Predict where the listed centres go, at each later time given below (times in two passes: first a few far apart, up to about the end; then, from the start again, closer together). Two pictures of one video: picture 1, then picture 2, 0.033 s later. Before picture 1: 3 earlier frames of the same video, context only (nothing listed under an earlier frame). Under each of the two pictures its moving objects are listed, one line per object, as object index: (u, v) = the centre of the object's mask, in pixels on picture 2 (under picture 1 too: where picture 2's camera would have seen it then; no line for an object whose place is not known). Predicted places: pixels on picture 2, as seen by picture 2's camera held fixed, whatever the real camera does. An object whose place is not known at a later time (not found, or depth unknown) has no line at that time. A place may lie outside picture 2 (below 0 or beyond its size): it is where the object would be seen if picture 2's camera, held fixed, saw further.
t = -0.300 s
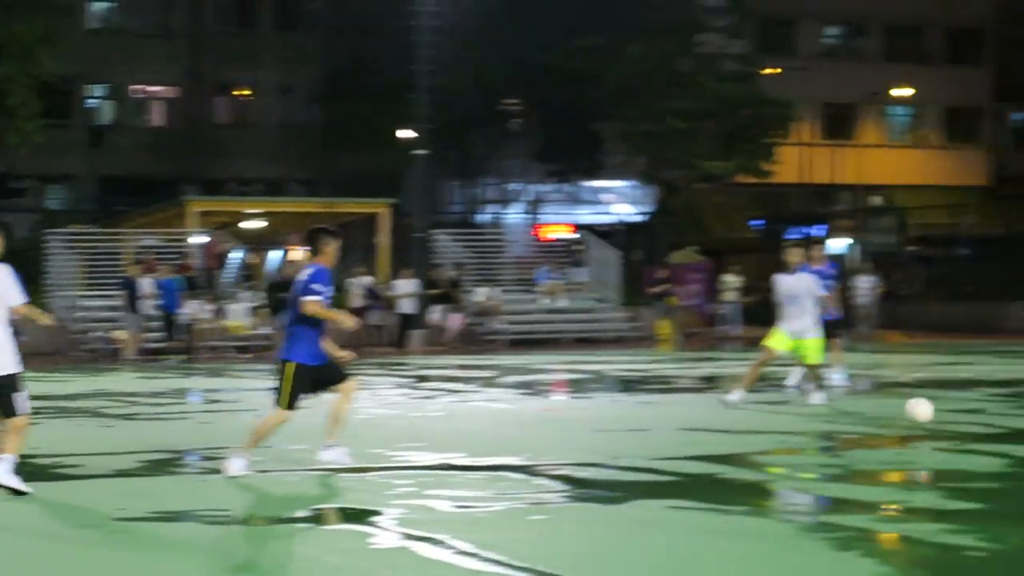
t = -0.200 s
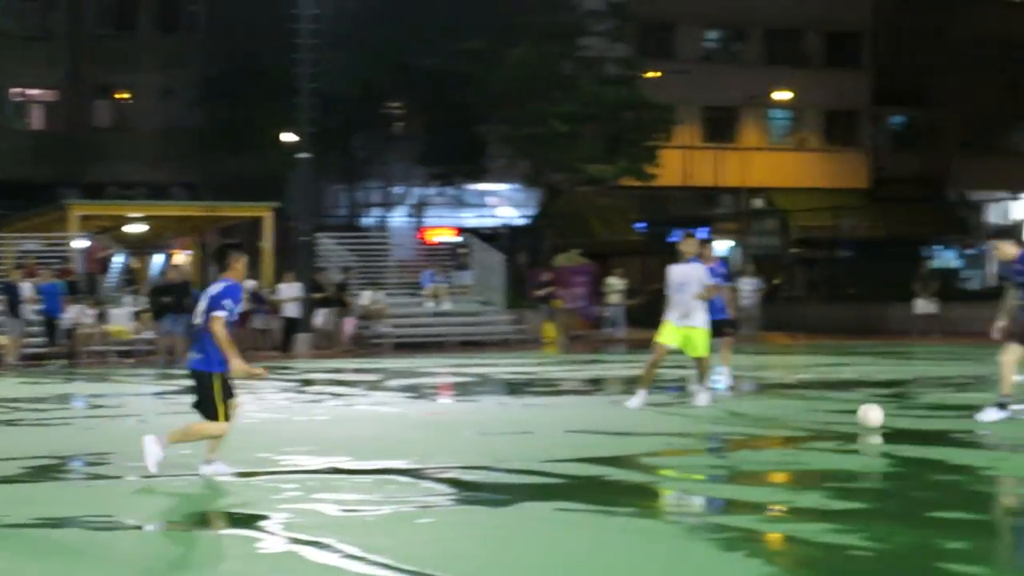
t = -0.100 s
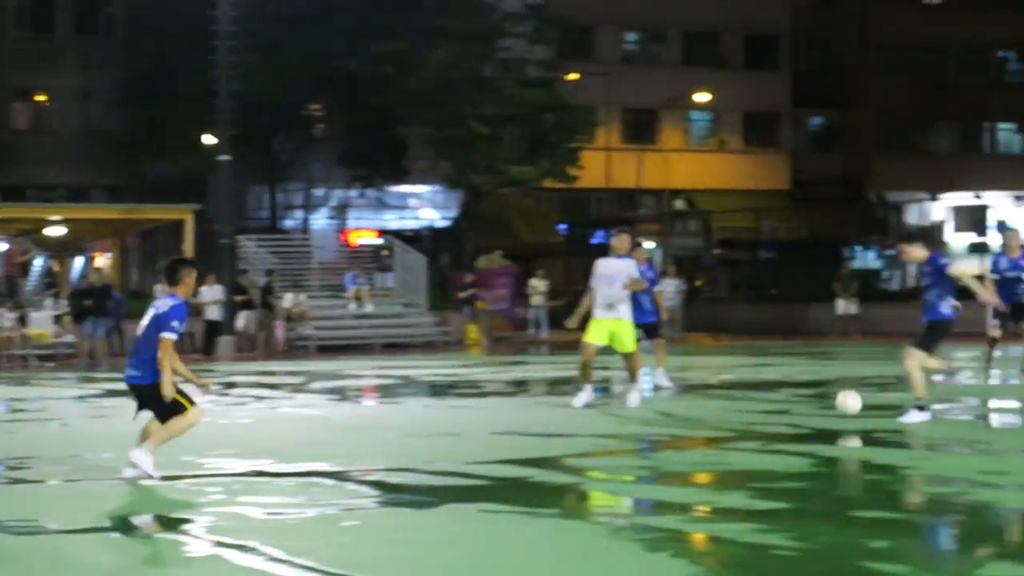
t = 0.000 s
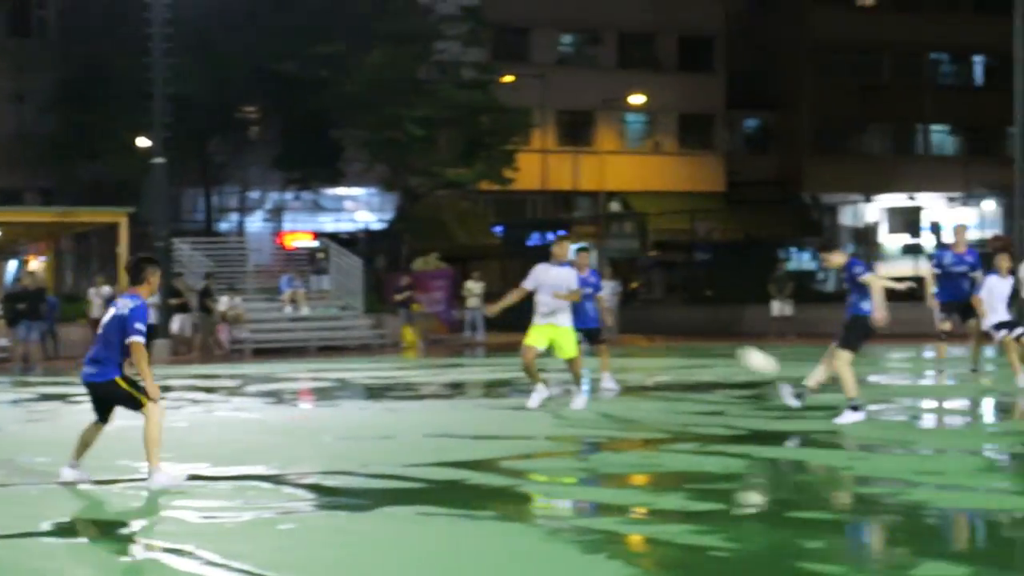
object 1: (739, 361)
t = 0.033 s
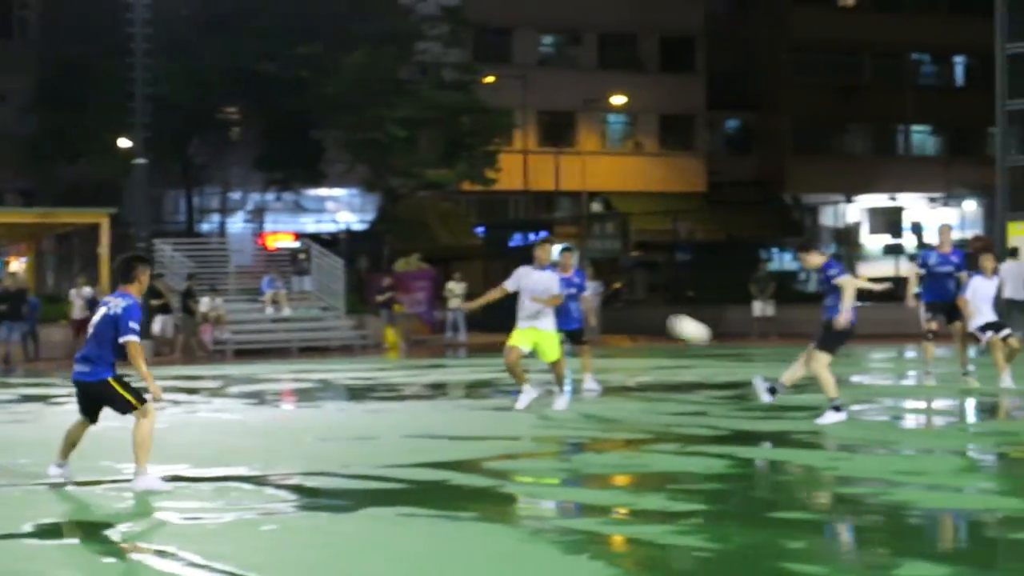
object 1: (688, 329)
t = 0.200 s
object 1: (434, 178)
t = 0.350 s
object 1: (193, 53)
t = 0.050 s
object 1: (664, 314)
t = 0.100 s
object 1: (593, 266)
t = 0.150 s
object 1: (511, 221)
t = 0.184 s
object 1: (460, 192)
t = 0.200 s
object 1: (434, 178)
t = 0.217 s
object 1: (408, 163)
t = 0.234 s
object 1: (382, 149)
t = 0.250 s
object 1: (356, 135)
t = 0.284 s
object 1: (303, 108)
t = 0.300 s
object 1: (275, 94)
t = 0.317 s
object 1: (248, 80)
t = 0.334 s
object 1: (220, 67)
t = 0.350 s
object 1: (193, 53)
